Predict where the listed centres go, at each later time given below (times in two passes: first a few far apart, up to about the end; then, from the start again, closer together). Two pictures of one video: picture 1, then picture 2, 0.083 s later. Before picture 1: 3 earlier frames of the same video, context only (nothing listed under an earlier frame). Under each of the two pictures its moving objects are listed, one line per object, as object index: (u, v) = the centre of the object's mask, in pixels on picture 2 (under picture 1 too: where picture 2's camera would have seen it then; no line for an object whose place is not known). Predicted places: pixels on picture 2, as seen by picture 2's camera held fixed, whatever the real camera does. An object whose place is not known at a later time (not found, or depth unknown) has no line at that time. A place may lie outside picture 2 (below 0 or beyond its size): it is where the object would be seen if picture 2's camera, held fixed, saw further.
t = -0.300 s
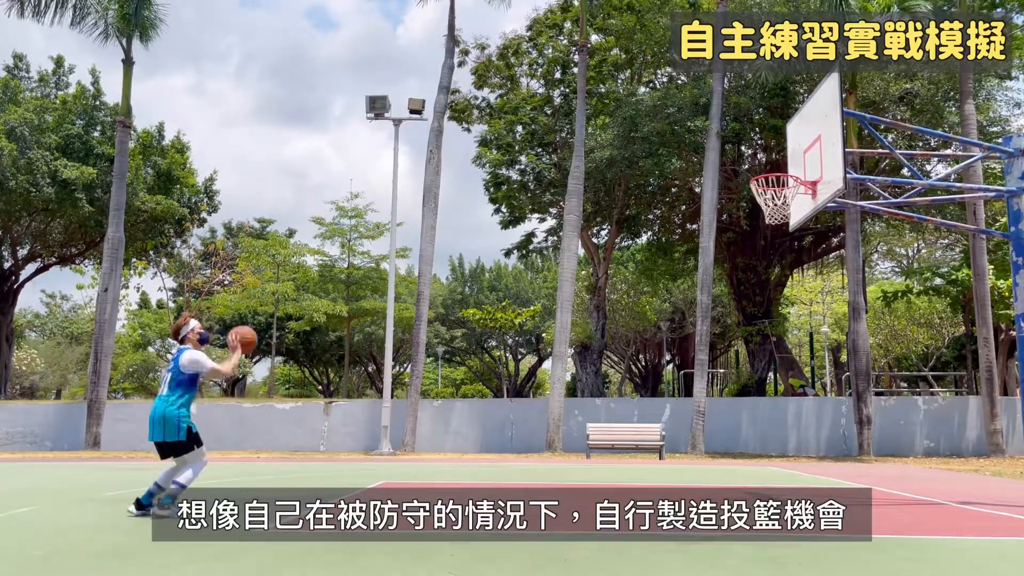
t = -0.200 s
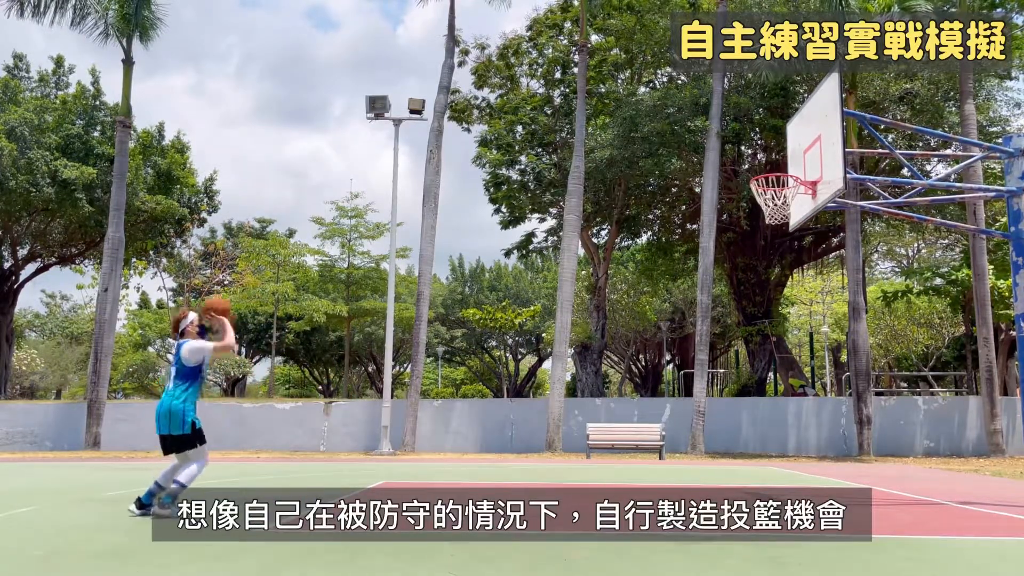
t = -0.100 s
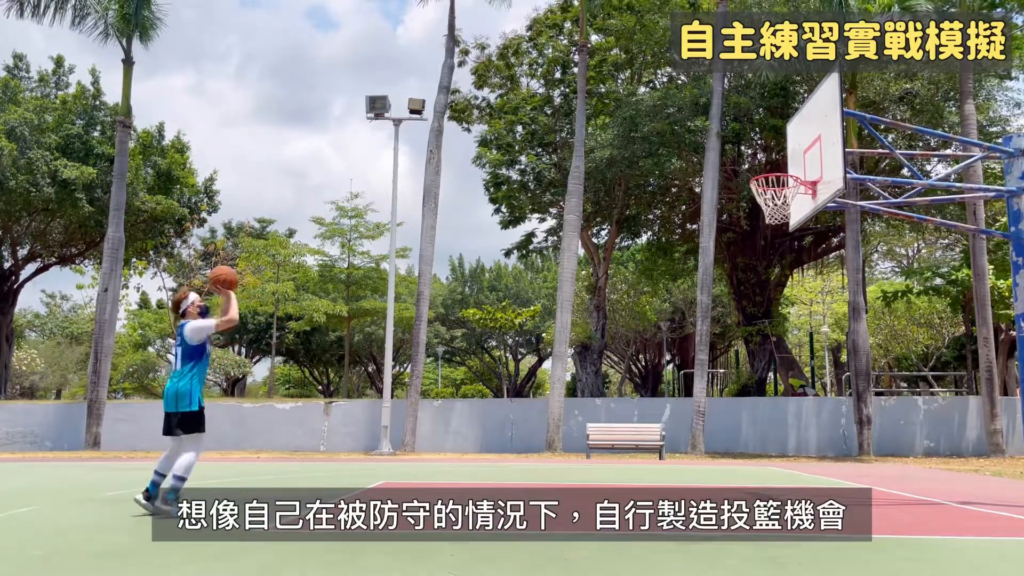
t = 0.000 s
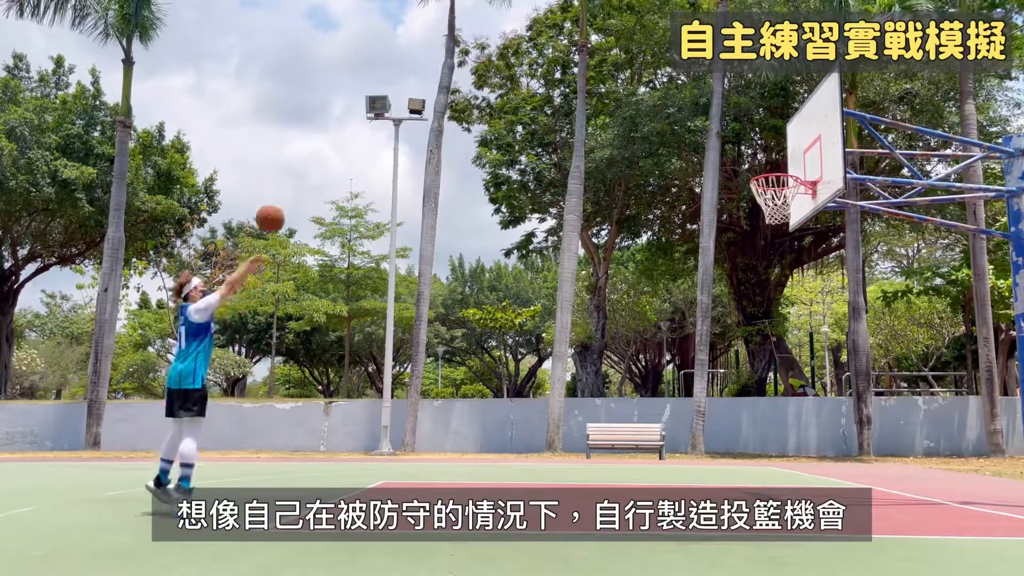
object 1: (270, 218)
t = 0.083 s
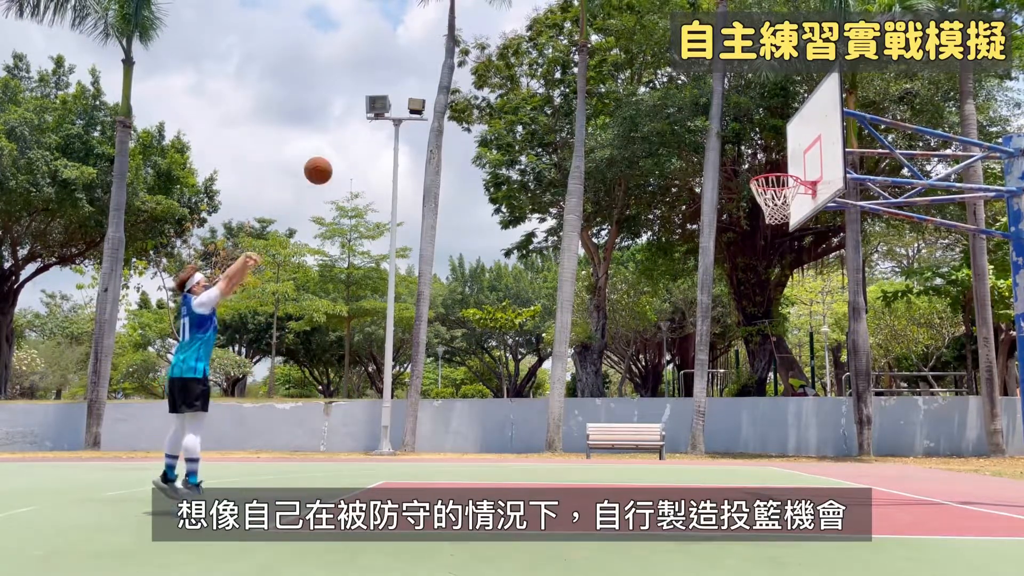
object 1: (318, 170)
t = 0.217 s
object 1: (389, 112)
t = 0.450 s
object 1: (502, 59)
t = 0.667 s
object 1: (598, 58)
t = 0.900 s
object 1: (697, 106)
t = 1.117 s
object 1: (785, 191)
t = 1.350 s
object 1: (778, 221)
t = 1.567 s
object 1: (766, 282)
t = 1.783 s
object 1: (755, 398)
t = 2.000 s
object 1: (734, 442)
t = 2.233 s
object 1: (690, 329)
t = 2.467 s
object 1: (649, 279)
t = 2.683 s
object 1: (610, 285)
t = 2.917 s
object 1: (571, 348)
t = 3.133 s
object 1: (531, 466)
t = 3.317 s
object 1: (500, 423)
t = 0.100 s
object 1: (327, 162)
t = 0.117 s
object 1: (336, 154)
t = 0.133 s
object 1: (346, 146)
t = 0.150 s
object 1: (354, 138)
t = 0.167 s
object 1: (363, 131)
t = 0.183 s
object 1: (372, 124)
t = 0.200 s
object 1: (380, 117)
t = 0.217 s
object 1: (389, 112)
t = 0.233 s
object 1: (398, 106)
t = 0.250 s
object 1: (406, 100)
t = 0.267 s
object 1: (414, 96)
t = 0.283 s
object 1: (423, 90)
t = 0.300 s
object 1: (431, 86)
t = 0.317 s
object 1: (439, 82)
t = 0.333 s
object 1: (447, 77)
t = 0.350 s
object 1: (455, 74)
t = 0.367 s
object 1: (463, 72)
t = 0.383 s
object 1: (471, 68)
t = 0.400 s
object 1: (479, 65)
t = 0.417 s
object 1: (487, 63)
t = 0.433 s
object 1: (495, 61)
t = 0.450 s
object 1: (502, 59)
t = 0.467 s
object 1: (509, 56)
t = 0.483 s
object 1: (517, 55)
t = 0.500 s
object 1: (525, 55)
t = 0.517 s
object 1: (533, 54)
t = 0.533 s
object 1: (541, 54)
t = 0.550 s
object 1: (548, 53)
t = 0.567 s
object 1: (555, 53)
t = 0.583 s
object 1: (564, 54)
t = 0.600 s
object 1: (570, 53)
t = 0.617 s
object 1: (577, 55)
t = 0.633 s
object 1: (584, 55)
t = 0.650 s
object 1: (593, 56)
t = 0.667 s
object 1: (598, 58)
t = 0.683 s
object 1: (608, 61)
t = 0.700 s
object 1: (613, 62)
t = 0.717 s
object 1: (619, 64)
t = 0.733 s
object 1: (627, 66)
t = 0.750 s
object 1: (635, 69)
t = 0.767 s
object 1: (642, 72)
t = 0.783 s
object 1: (649, 75)
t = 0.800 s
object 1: (656, 79)
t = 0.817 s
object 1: (662, 82)
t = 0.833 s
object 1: (670, 87)
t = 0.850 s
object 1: (677, 91)
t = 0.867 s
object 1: (684, 96)
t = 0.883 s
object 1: (690, 100)
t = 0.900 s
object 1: (697, 106)
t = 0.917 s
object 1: (704, 111)
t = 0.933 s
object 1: (711, 117)
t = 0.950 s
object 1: (718, 123)
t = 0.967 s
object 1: (725, 128)
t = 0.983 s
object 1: (731, 134)
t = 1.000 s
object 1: (738, 141)
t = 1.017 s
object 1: (746, 148)
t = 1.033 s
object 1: (752, 155)
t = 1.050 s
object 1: (759, 162)
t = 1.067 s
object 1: (766, 167)
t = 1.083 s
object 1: (773, 170)
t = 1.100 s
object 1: (780, 186)
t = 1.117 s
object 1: (785, 191)
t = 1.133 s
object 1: (788, 198)
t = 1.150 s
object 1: (789, 200)
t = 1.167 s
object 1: (787, 202)
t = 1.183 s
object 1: (787, 202)
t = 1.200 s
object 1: (787, 202)
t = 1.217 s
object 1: (786, 205)
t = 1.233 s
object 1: (785, 209)
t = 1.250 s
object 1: (784, 207)
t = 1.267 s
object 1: (783, 213)
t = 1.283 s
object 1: (782, 213)
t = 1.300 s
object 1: (781, 214)
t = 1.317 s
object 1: (779, 216)
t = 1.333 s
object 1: (779, 219)
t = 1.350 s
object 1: (778, 221)
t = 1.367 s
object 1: (777, 224)
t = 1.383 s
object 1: (776, 228)
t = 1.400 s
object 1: (775, 231)
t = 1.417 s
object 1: (774, 234)
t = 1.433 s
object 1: (774, 239)
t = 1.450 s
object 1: (773, 243)
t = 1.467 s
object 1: (772, 247)
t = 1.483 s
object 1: (771, 252)
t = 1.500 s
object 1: (770, 257)
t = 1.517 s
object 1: (769, 263)
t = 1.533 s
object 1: (768, 269)
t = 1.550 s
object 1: (767, 276)
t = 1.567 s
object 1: (766, 282)
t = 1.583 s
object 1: (765, 289)
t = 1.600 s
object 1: (764, 296)
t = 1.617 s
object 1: (763, 304)
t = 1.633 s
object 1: (763, 312)
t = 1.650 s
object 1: (762, 320)
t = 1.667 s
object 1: (761, 328)
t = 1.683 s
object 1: (760, 337)
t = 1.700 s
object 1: (760, 347)
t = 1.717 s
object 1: (758, 356)
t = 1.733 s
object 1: (757, 366)
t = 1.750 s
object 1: (757, 377)
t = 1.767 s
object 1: (756, 387)
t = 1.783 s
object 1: (755, 398)
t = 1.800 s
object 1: (754, 409)
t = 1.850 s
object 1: (753, 445)
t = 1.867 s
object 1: (751, 459)
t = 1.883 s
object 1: (751, 473)
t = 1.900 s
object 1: (750, 485)
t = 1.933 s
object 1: (746, 486)
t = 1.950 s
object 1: (743, 476)
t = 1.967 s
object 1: (740, 464)
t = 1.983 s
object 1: (737, 453)
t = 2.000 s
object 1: (734, 442)
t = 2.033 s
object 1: (728, 422)
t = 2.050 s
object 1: (724, 413)
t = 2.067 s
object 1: (721, 403)
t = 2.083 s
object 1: (718, 394)
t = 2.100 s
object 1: (715, 386)
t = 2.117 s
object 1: (712, 378)
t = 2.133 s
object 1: (709, 370)
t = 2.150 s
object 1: (705, 362)
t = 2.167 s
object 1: (703, 355)
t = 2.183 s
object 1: (699, 348)
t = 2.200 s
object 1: (696, 341)
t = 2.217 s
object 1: (693, 336)
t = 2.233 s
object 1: (690, 329)
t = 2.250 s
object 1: (687, 324)
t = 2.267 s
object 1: (684, 319)
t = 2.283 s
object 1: (681, 314)
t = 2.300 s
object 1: (678, 309)
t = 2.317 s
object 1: (676, 304)
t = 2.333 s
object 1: (672, 300)
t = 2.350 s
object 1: (670, 297)
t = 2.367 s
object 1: (668, 294)
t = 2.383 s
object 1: (664, 290)
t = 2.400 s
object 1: (660, 287)
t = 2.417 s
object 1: (658, 285)
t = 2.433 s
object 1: (655, 282)
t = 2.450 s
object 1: (652, 281)
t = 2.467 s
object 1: (649, 279)
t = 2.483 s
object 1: (646, 277)
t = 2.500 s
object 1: (643, 276)
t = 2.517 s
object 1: (640, 276)
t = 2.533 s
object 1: (638, 276)
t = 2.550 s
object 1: (635, 276)
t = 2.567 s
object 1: (632, 275)
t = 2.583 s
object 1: (629, 276)
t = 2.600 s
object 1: (626, 276)
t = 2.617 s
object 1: (624, 277)
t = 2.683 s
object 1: (610, 285)
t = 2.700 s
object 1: (608, 287)
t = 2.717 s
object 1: (605, 290)
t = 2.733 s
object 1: (602, 294)
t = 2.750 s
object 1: (600, 297)
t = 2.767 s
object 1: (596, 301)
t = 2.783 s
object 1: (594, 303)
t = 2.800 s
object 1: (592, 309)
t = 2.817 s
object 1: (588, 313)
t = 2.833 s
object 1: (585, 318)
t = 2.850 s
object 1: (582, 324)
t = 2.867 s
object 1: (579, 329)
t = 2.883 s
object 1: (576, 335)
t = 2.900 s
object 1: (573, 342)
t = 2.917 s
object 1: (571, 348)
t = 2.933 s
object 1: (567, 355)
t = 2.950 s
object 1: (565, 362)
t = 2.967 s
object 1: (561, 370)
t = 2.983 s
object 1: (559, 378)
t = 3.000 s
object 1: (555, 387)
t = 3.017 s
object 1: (552, 395)
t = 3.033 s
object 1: (549, 404)
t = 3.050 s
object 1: (546, 413)
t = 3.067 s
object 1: (543, 423)
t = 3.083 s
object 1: (540, 433)
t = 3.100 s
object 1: (537, 444)
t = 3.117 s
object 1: (534, 454)
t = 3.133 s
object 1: (531, 466)
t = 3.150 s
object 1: (527, 476)
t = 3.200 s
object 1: (518, 486)
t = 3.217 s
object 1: (516, 476)
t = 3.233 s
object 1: (514, 467)
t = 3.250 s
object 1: (511, 457)
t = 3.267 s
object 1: (508, 448)
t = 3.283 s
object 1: (506, 440)
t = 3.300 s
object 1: (503, 431)
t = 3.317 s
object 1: (500, 423)
